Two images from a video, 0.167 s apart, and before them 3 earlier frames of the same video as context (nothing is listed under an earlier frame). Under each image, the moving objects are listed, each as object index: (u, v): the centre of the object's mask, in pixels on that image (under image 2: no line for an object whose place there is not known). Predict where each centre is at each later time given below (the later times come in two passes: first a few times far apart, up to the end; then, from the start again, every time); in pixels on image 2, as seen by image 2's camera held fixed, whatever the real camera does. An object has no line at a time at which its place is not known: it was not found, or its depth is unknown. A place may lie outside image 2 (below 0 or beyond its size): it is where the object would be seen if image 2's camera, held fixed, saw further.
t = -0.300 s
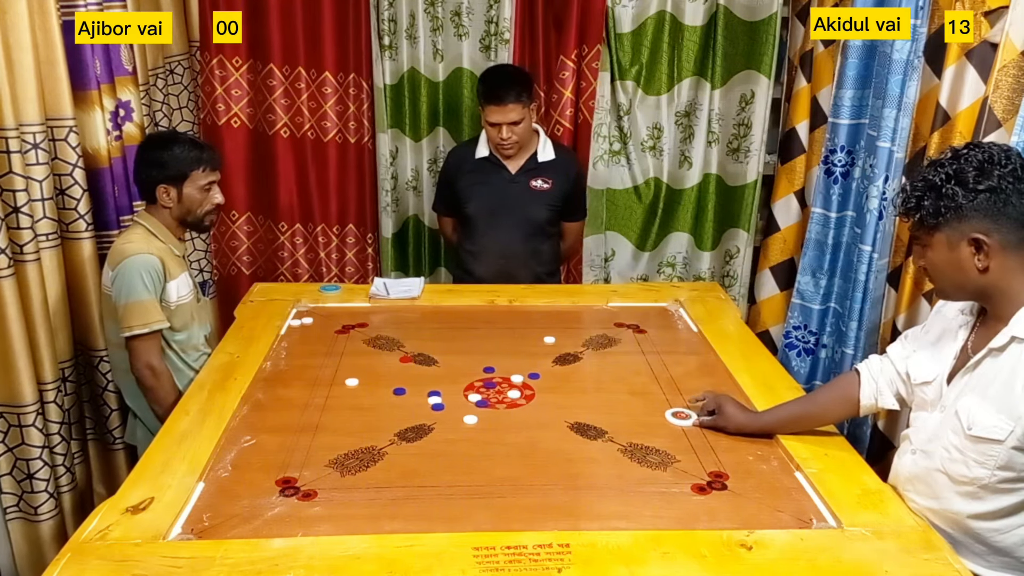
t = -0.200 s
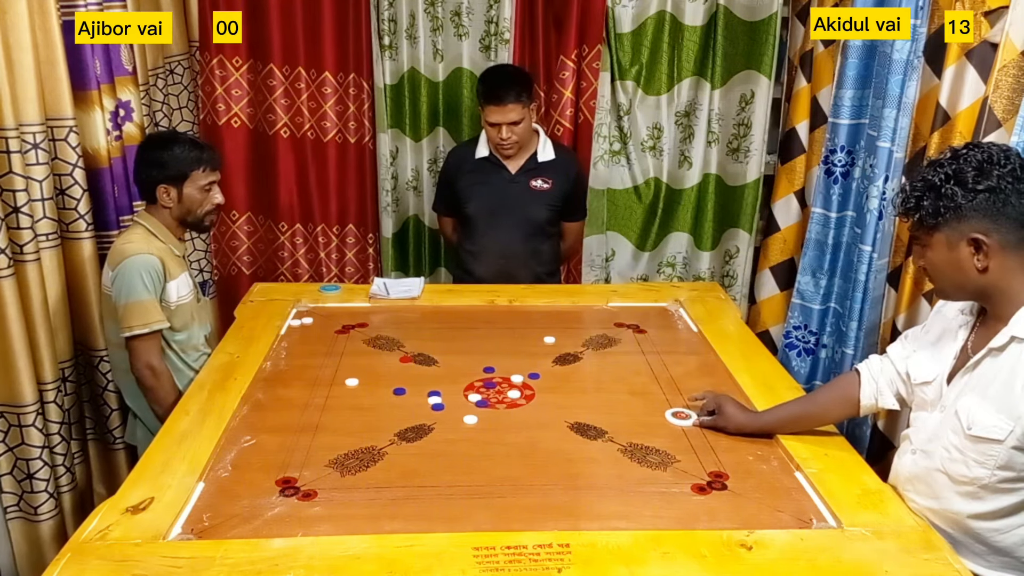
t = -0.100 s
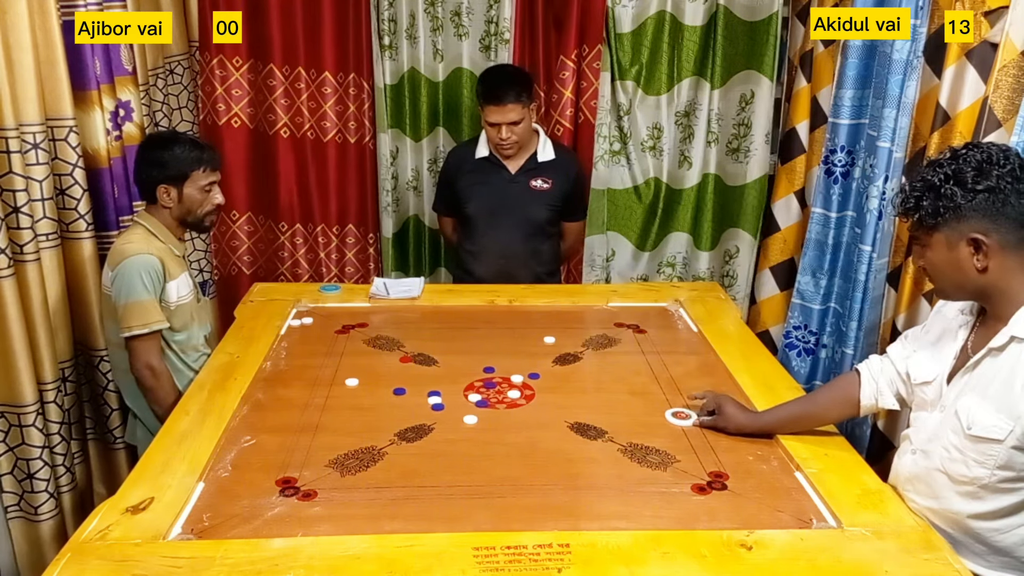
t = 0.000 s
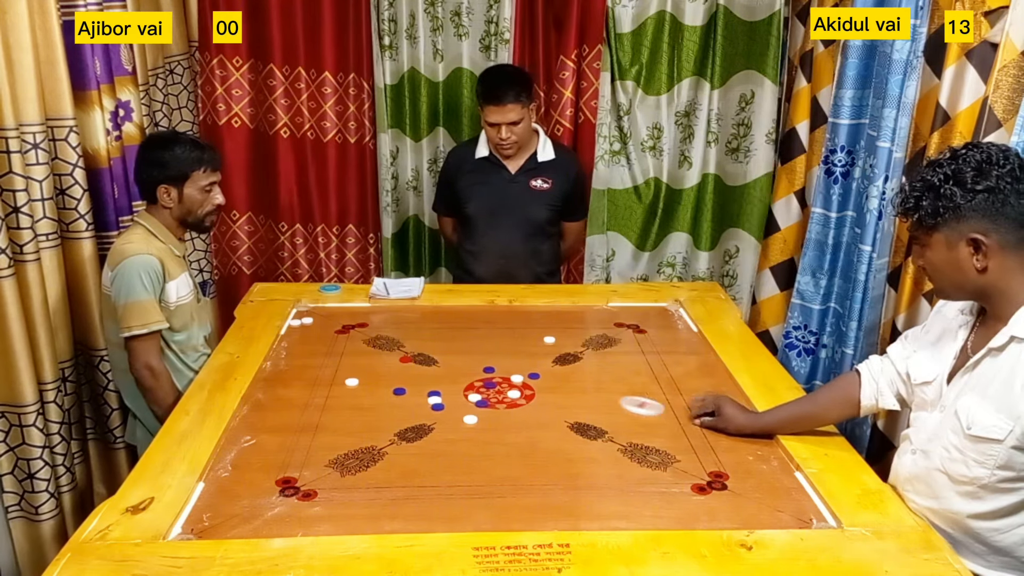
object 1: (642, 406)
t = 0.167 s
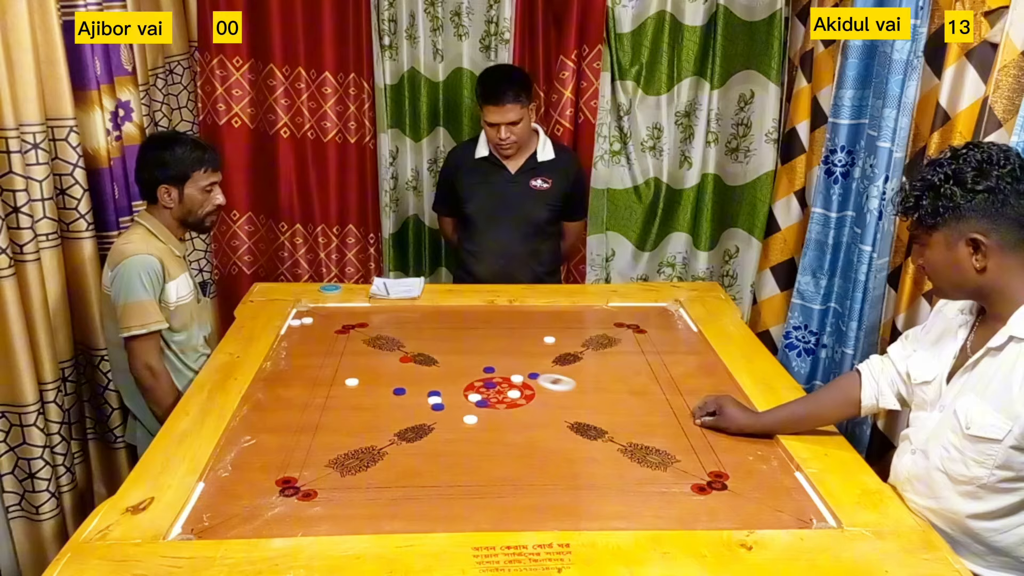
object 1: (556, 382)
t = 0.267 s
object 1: (527, 374)
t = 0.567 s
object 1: (487, 358)
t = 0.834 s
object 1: (483, 357)
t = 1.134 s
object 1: (483, 357)
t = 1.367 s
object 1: (483, 357)
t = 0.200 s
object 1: (544, 379)
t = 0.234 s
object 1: (534, 376)
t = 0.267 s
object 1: (527, 374)
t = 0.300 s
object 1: (520, 371)
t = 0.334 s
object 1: (513, 369)
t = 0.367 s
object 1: (507, 367)
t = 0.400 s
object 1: (503, 365)
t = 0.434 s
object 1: (499, 363)
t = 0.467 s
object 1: (495, 362)
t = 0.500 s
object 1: (492, 361)
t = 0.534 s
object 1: (489, 359)
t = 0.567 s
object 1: (487, 358)
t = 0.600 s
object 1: (485, 358)
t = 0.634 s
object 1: (484, 357)
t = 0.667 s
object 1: (483, 357)
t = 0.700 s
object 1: (483, 357)
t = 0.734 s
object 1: (483, 357)
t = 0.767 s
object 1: (483, 357)
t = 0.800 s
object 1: (483, 357)
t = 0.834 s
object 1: (483, 357)
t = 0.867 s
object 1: (483, 357)
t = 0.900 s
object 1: (483, 357)
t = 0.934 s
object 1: (483, 357)
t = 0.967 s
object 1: (483, 357)
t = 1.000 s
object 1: (483, 357)
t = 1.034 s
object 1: (483, 357)
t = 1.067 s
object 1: (483, 357)
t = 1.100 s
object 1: (483, 357)
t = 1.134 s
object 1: (483, 357)
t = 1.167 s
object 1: (483, 357)
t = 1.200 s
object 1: (483, 357)
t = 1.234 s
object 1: (483, 357)
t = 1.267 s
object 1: (483, 357)
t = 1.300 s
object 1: (483, 357)
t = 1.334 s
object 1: (483, 357)
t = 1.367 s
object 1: (483, 357)
